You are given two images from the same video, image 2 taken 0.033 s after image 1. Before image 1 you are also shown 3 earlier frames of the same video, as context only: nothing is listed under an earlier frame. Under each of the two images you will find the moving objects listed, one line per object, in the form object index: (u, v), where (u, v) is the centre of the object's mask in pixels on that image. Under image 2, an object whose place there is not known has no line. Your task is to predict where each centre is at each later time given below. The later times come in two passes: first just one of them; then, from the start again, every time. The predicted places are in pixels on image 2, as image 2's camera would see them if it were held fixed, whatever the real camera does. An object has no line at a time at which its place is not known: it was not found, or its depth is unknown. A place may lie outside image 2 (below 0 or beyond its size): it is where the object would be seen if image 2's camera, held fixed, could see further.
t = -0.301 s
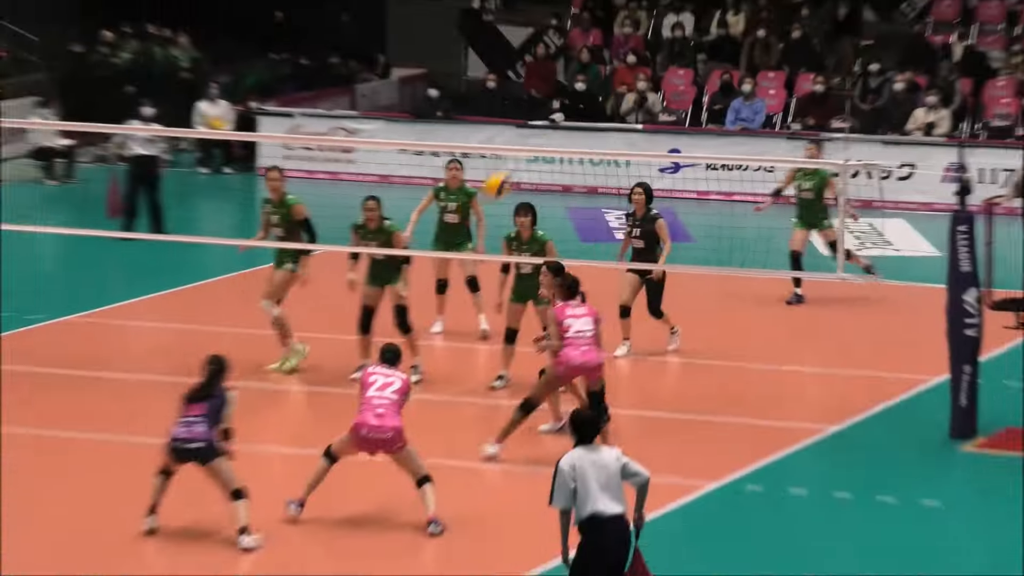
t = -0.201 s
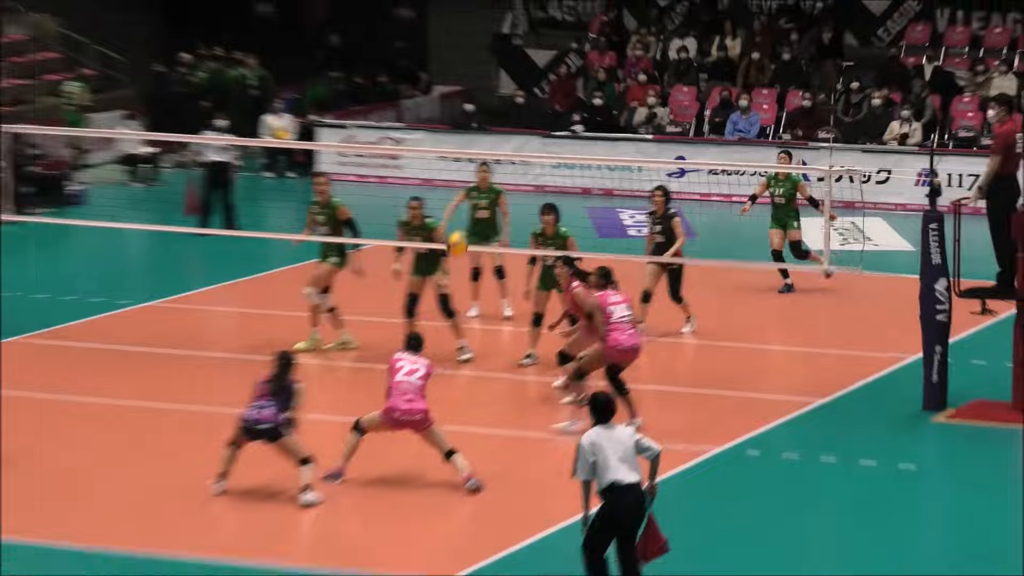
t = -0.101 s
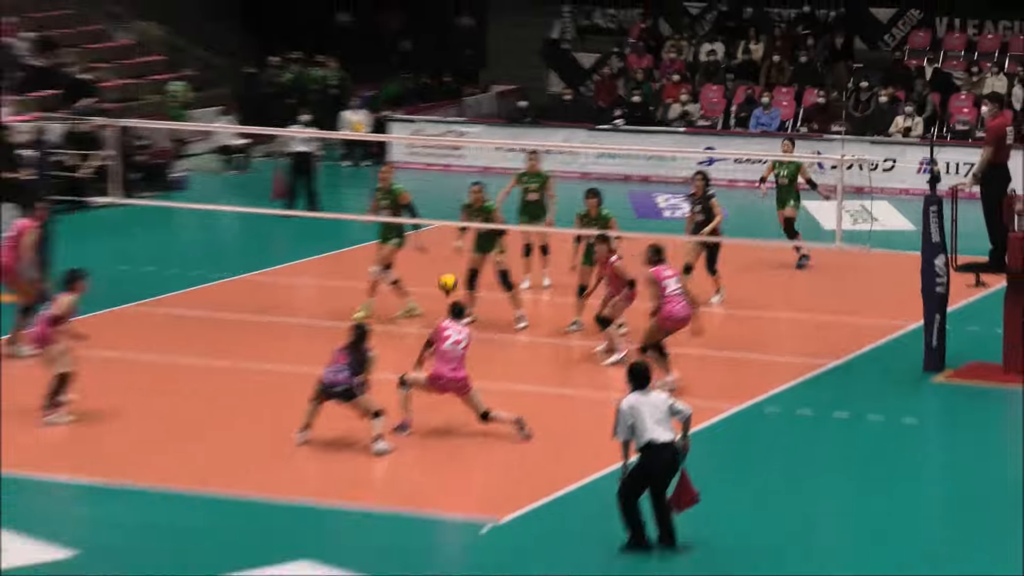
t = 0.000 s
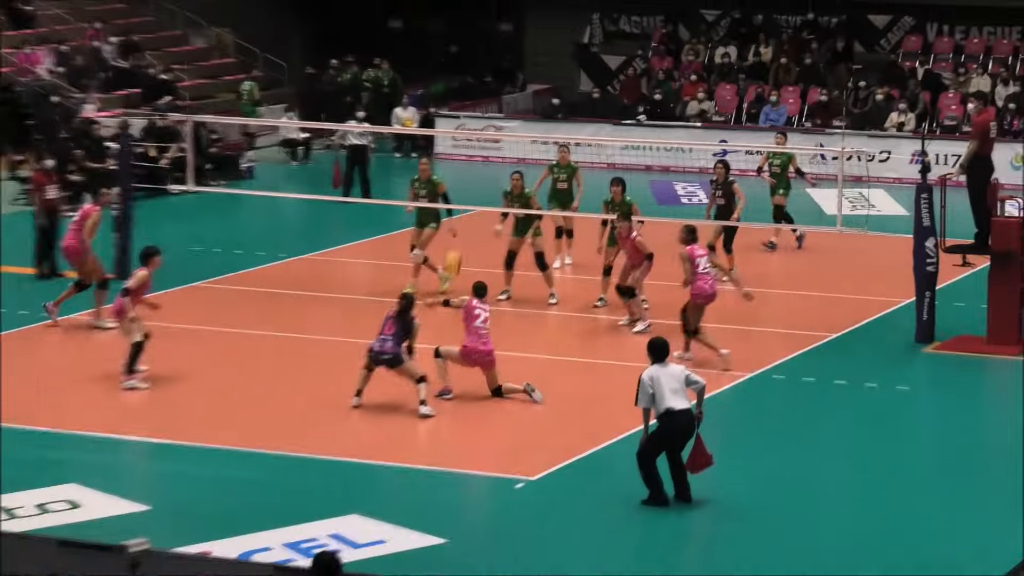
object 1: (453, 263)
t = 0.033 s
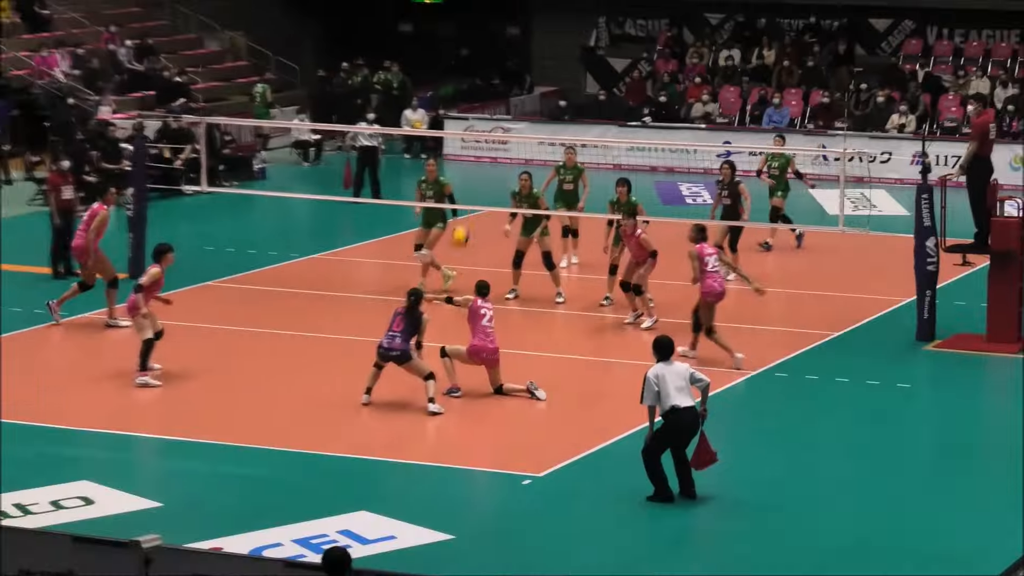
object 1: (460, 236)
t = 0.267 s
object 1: (457, 91)
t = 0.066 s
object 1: (459, 212)
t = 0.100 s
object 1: (459, 188)
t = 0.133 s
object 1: (458, 166)
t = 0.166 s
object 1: (460, 143)
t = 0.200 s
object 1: (459, 124)
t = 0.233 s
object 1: (456, 107)
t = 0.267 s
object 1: (457, 91)
